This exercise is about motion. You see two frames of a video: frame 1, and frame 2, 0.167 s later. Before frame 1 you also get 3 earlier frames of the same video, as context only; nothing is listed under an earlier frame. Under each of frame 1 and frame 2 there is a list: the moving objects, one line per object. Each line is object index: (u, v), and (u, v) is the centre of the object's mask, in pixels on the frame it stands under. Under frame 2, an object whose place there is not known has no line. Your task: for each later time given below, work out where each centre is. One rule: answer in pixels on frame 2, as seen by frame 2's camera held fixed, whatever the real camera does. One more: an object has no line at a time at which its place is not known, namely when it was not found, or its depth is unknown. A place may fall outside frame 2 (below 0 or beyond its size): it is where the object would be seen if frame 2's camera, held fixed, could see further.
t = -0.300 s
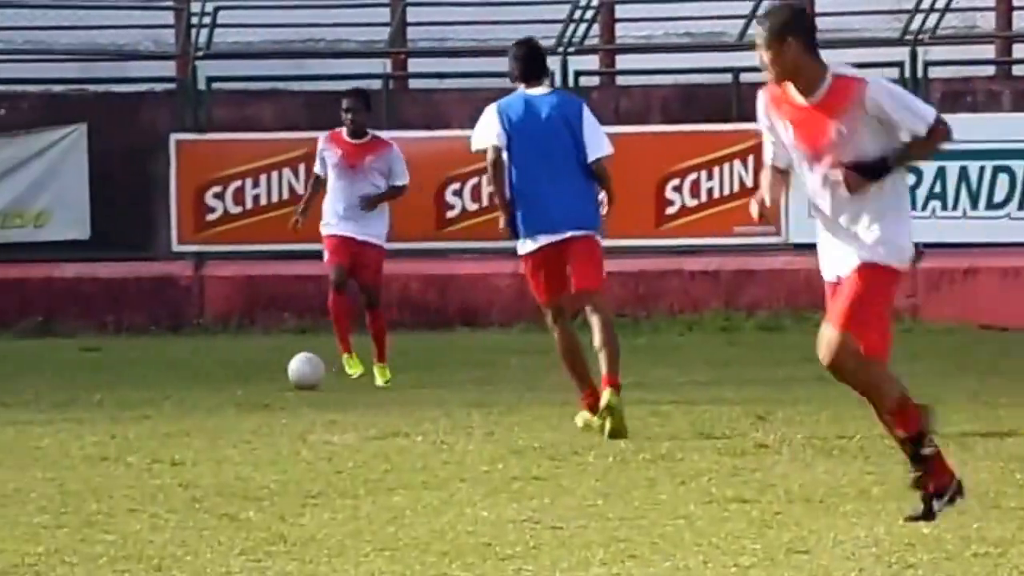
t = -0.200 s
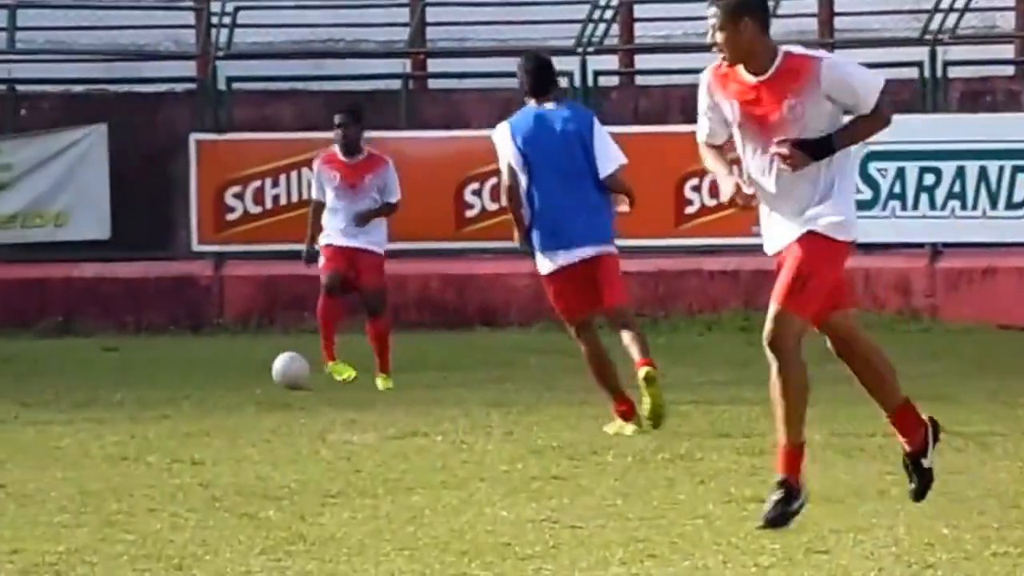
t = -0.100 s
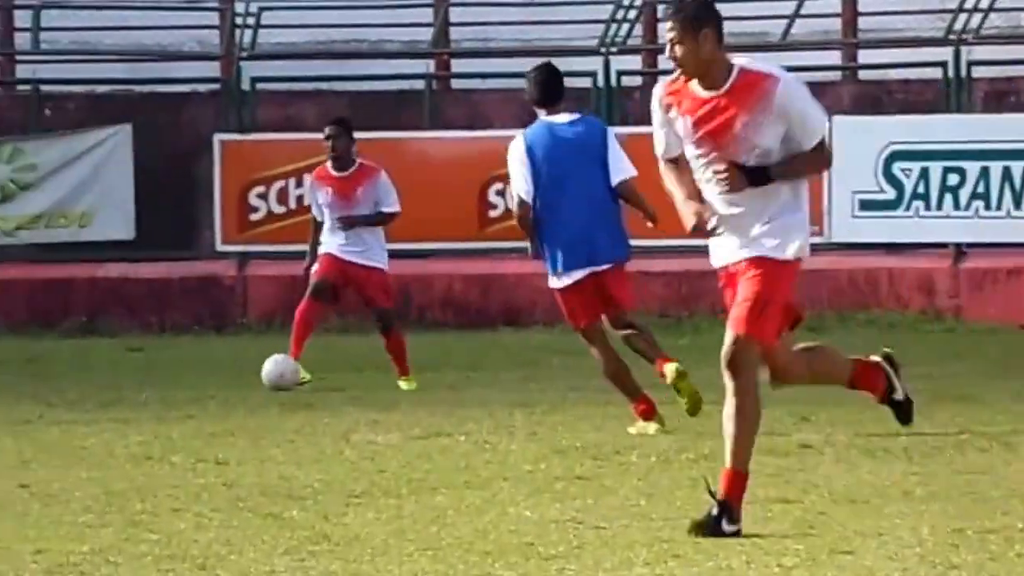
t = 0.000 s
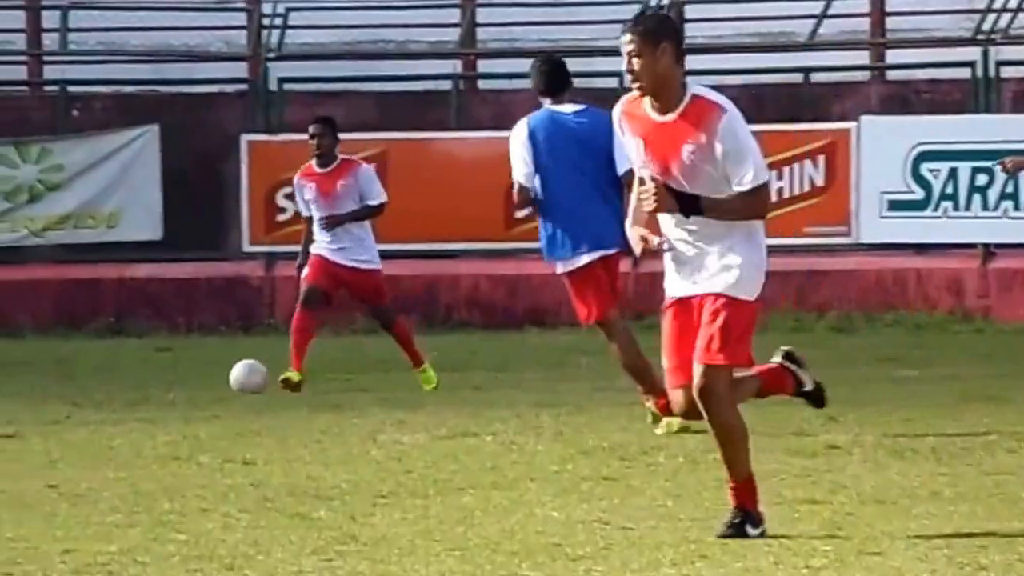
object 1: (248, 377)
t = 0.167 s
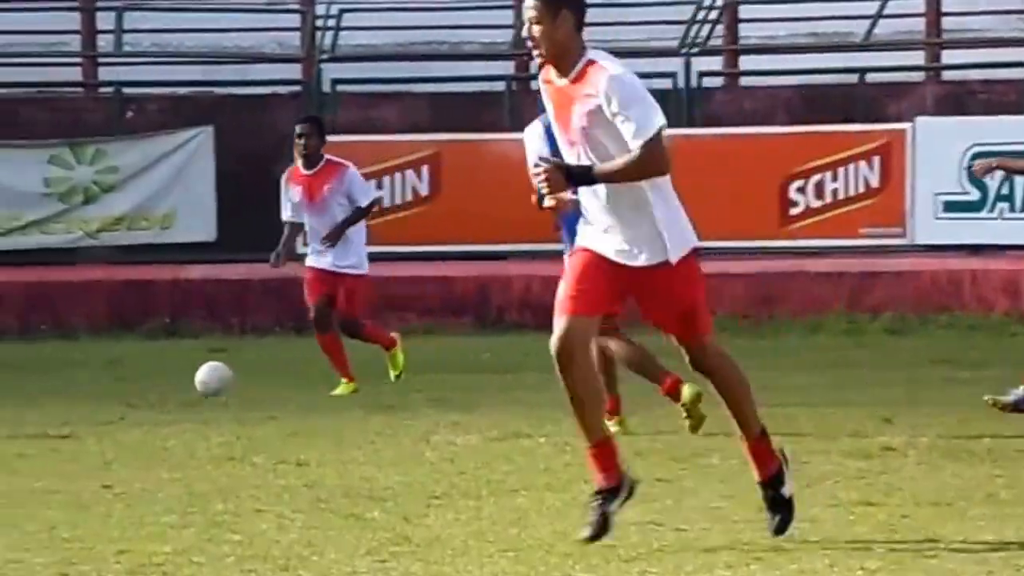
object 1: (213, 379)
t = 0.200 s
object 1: (200, 378)
